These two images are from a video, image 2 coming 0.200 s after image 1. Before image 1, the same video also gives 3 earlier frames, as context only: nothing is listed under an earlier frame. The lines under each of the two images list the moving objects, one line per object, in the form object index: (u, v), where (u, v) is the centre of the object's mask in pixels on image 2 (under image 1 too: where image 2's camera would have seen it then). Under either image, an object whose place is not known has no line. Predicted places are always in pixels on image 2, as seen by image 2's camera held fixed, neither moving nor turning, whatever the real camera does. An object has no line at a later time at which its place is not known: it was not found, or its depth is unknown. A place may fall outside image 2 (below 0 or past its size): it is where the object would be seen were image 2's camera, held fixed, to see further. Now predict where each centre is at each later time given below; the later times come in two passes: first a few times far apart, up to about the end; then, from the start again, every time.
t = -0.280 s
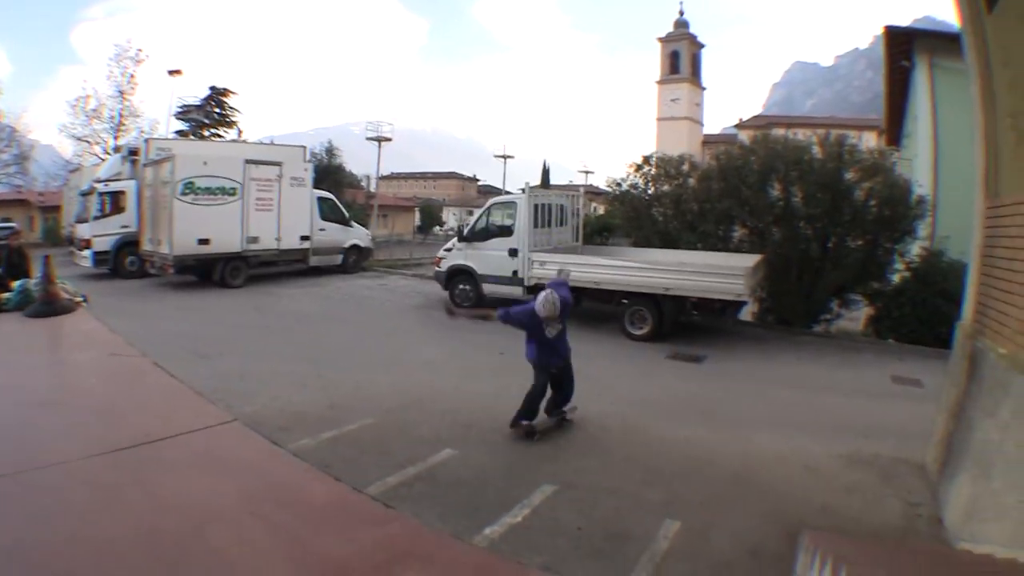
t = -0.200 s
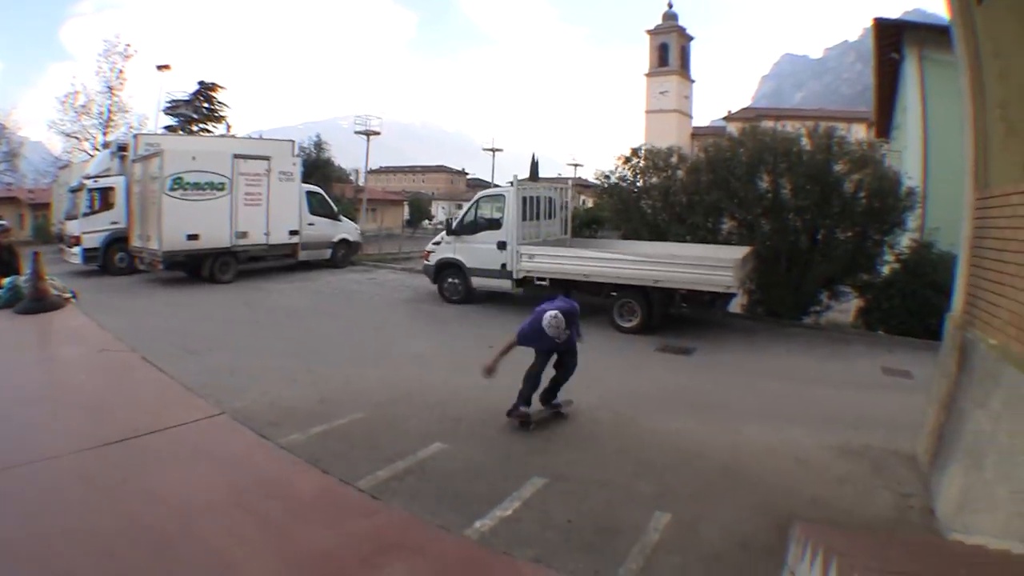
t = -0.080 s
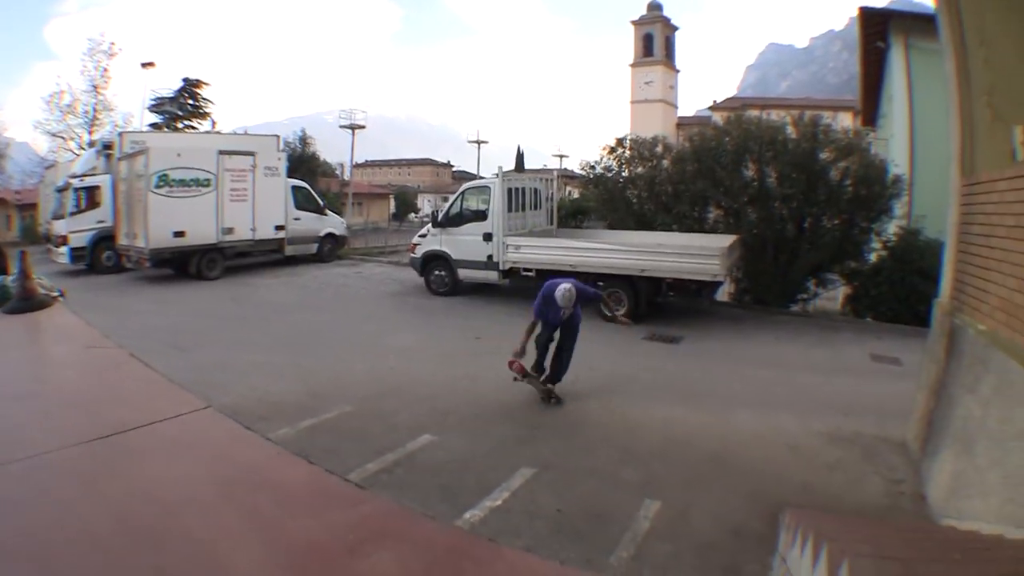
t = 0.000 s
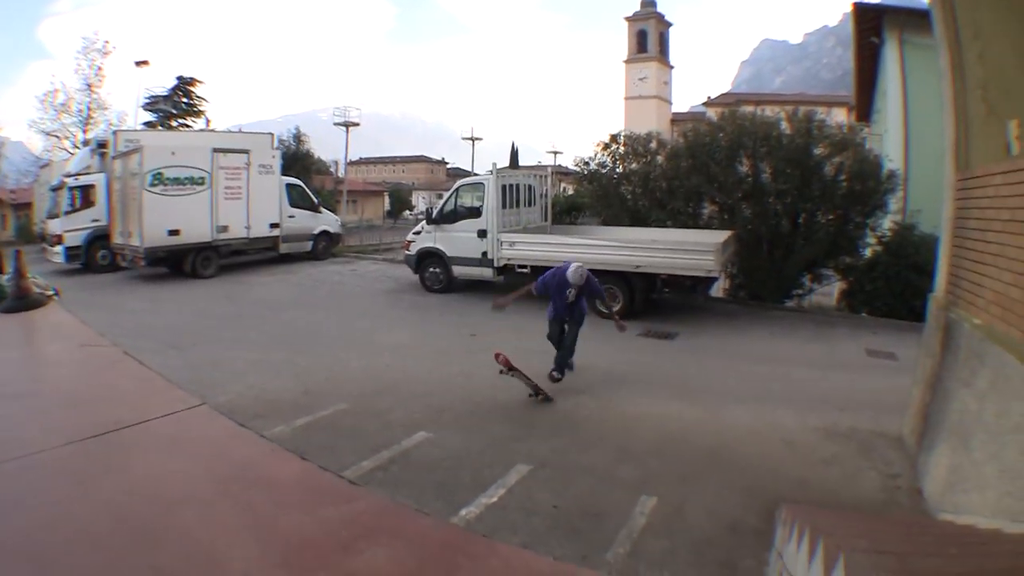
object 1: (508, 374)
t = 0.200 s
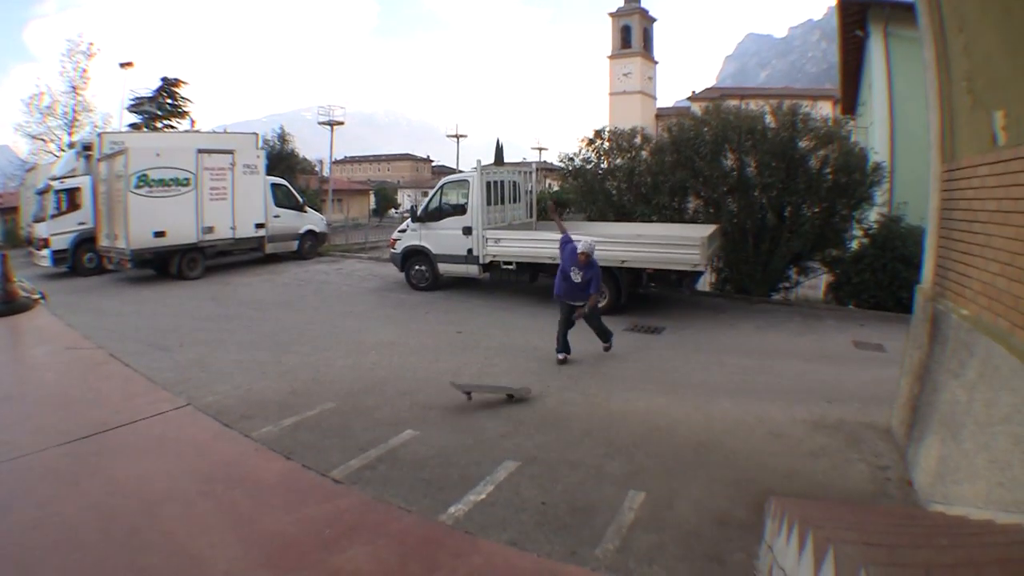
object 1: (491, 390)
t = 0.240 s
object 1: (486, 394)
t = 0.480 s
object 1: (466, 396)
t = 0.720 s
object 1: (447, 399)
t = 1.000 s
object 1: (429, 401)
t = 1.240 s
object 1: (418, 400)
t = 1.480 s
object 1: (409, 401)
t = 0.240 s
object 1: (486, 394)
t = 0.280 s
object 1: (483, 393)
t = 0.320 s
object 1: (479, 392)
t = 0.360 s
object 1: (476, 392)
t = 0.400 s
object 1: (473, 393)
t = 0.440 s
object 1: (470, 396)
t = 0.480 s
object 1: (466, 396)
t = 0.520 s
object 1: (463, 396)
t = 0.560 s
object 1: (459, 397)
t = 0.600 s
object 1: (457, 398)
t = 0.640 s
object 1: (453, 398)
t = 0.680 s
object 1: (451, 398)
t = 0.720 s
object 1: (447, 399)
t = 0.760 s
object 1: (444, 399)
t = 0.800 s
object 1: (442, 399)
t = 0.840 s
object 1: (438, 400)
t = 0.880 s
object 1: (436, 400)
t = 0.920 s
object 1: (434, 400)
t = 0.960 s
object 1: (431, 400)
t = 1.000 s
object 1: (429, 401)
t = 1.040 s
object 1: (427, 401)
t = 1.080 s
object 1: (425, 402)
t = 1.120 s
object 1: (423, 399)
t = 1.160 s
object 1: (421, 400)
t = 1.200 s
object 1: (419, 402)
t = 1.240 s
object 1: (418, 400)
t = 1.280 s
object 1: (416, 401)
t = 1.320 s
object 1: (414, 401)
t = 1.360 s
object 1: (413, 400)
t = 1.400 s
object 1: (411, 401)
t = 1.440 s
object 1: (411, 401)
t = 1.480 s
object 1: (409, 401)
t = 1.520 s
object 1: (409, 400)
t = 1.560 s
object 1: (408, 400)
